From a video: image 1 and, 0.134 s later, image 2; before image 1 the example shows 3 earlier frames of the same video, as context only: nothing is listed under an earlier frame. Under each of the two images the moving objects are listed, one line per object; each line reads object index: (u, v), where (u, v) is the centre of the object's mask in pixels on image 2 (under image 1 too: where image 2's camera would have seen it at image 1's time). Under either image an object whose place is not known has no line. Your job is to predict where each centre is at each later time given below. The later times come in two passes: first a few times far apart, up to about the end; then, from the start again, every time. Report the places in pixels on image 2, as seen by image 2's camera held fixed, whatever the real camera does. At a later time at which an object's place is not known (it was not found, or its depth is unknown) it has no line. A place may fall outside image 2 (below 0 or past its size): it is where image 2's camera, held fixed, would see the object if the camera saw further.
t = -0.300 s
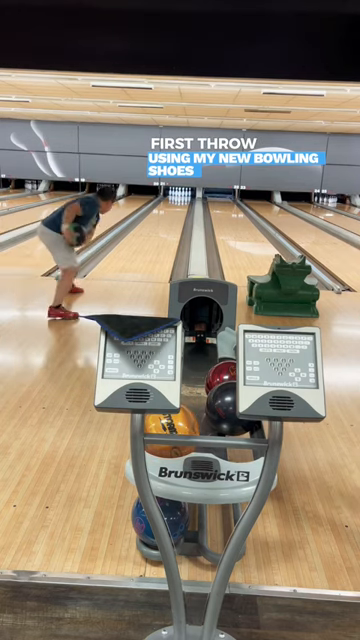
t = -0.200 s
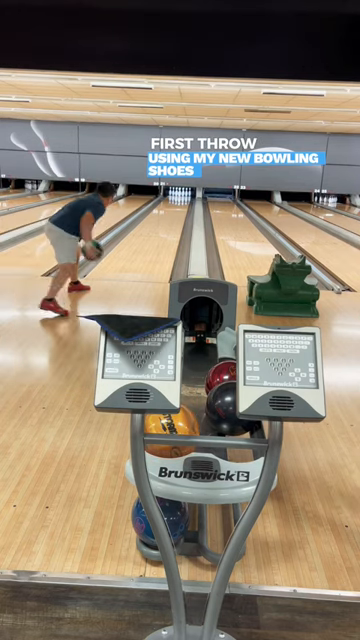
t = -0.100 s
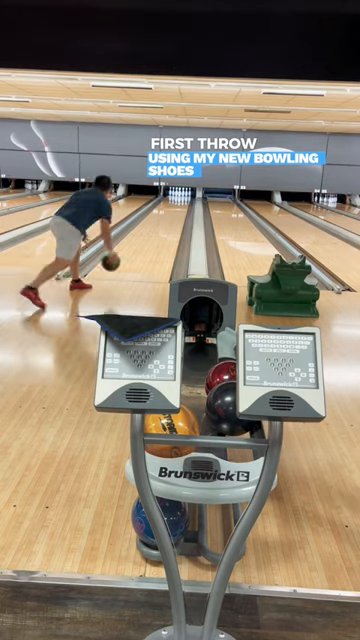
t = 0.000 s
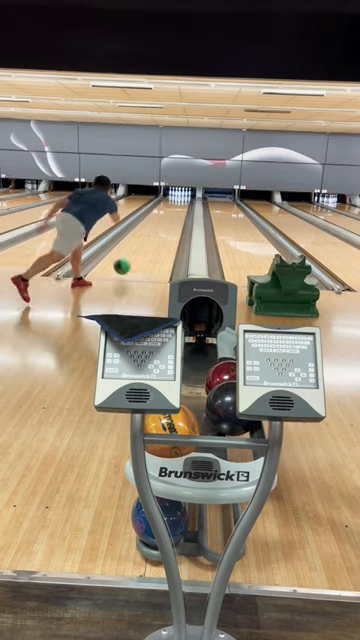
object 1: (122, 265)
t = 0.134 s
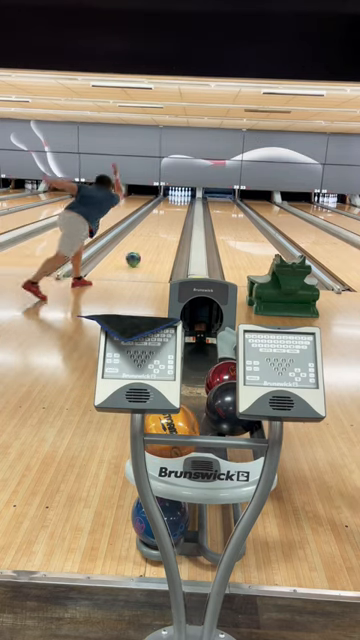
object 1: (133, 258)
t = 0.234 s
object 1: (139, 251)
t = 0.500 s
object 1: (153, 236)
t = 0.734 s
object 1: (161, 227)
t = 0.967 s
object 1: (167, 220)
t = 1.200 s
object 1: (172, 214)
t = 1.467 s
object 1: (176, 209)
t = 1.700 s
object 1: (179, 206)
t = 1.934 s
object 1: (181, 202)
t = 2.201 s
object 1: (182, 200)
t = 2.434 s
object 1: (181, 199)
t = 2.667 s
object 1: (181, 198)
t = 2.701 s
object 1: (181, 197)
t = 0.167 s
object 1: (135, 256)
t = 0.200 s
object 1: (137, 254)
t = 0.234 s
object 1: (139, 251)
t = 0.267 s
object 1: (142, 249)
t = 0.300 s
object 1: (143, 247)
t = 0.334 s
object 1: (145, 245)
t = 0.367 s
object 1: (147, 243)
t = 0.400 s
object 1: (148, 241)
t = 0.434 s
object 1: (150, 239)
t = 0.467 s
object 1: (152, 237)
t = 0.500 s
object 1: (153, 236)
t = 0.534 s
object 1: (154, 235)
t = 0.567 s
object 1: (155, 233)
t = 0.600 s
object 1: (157, 232)
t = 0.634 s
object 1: (158, 230)
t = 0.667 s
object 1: (159, 229)
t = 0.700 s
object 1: (160, 228)
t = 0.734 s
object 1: (161, 227)
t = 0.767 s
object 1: (162, 226)
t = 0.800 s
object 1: (163, 225)
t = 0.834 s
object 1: (164, 223)
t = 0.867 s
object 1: (165, 223)
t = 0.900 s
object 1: (166, 222)
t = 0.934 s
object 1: (166, 221)
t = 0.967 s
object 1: (167, 220)
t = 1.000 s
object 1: (168, 219)
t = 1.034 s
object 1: (169, 218)
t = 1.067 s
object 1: (170, 217)
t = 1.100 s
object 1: (170, 216)
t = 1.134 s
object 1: (171, 216)
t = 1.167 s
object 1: (171, 215)
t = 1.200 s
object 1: (172, 214)
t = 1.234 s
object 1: (172, 213)
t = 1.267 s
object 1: (172, 213)
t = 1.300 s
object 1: (173, 212)
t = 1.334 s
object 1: (174, 212)
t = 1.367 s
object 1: (174, 211)
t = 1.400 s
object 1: (175, 210)
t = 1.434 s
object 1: (176, 210)
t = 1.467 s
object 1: (176, 209)
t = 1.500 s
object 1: (176, 209)
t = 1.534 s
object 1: (177, 208)
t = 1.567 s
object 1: (177, 207)
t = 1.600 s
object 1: (177, 207)
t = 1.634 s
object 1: (178, 207)
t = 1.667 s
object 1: (178, 206)
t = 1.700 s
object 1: (179, 206)
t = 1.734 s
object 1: (179, 206)
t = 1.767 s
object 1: (179, 205)
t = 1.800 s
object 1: (179, 203)
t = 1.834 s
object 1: (180, 204)
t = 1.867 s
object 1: (180, 203)
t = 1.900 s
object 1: (181, 203)
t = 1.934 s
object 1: (181, 202)
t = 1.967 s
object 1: (181, 202)
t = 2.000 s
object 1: (182, 202)
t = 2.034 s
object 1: (182, 201)
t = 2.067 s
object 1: (182, 201)
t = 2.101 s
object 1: (182, 201)
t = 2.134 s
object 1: (182, 201)
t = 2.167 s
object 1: (182, 200)
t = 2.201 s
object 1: (182, 200)
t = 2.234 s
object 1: (182, 200)
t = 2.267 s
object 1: (182, 200)
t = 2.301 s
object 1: (182, 200)
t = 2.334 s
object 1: (182, 200)
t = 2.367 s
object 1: (182, 200)
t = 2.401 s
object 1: (182, 199)
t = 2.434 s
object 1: (181, 199)
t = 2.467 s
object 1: (181, 198)
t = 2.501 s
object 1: (181, 199)
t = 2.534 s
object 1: (181, 198)
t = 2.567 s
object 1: (181, 199)
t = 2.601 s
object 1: (181, 199)
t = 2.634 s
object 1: (181, 198)
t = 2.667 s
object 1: (181, 198)
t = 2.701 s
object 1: (181, 197)
